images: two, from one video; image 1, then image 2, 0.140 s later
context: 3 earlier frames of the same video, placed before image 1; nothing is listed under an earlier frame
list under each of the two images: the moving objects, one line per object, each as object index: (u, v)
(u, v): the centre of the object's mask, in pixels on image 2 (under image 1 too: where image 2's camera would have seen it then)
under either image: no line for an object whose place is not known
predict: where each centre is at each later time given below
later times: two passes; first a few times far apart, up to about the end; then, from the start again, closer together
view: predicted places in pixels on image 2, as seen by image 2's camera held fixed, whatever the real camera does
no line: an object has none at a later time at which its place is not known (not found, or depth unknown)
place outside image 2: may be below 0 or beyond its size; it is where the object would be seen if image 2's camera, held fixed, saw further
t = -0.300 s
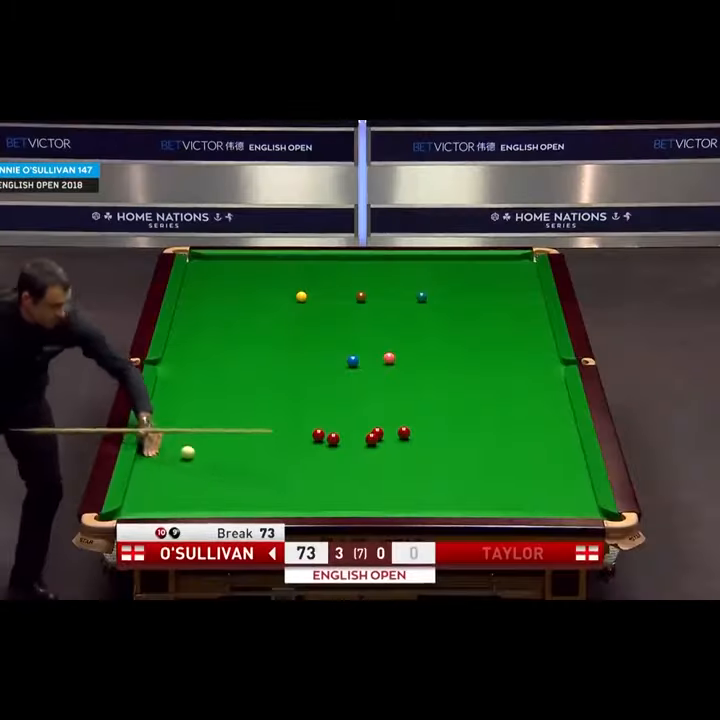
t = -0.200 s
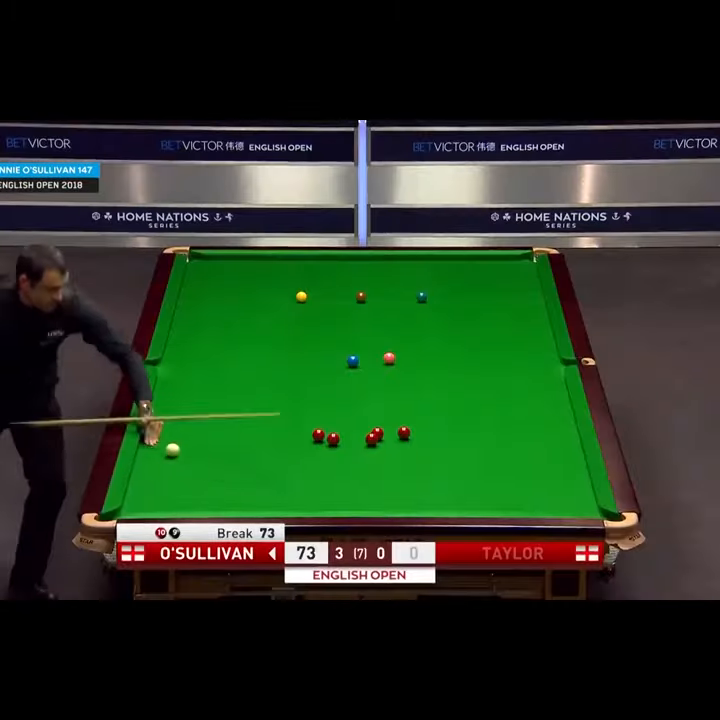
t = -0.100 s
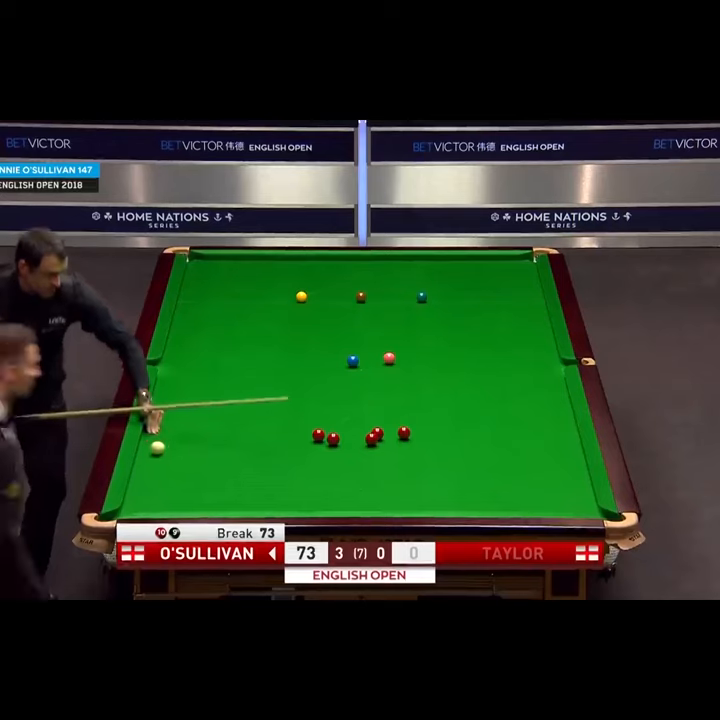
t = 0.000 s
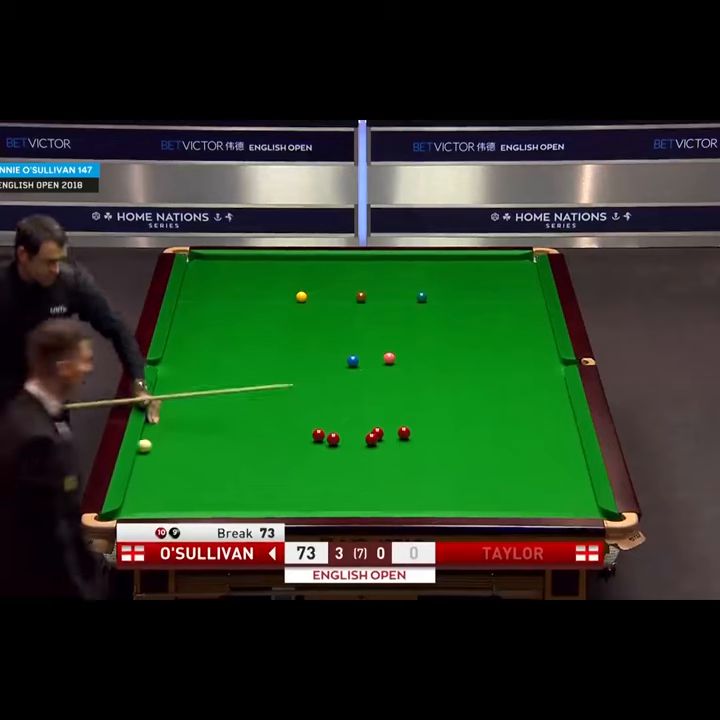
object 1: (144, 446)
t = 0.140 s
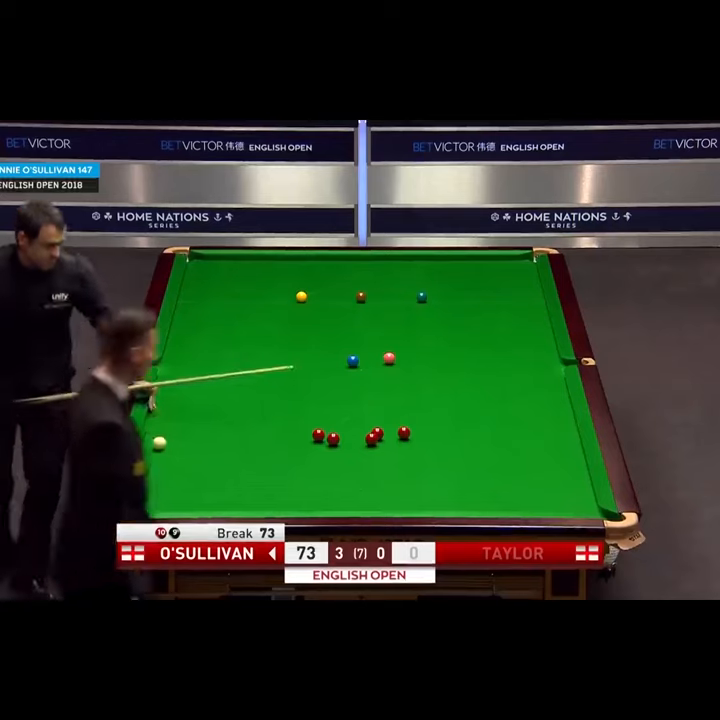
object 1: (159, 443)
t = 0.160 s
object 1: (161, 443)
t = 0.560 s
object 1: (196, 436)
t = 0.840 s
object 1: (219, 432)
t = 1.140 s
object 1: (241, 428)
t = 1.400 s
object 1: (259, 425)
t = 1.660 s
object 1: (276, 421)
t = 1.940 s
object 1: (292, 418)
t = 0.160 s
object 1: (161, 443)
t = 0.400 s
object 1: (183, 438)
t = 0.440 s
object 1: (186, 438)
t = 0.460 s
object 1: (188, 438)
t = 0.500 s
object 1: (192, 437)
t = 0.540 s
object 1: (195, 437)
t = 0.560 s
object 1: (196, 436)
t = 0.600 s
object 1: (200, 436)
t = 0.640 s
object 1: (203, 435)
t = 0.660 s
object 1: (205, 435)
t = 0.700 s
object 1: (208, 434)
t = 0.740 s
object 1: (212, 433)
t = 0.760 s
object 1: (213, 433)
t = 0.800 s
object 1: (216, 433)
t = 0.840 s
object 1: (219, 432)
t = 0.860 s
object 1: (221, 432)
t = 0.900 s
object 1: (224, 431)
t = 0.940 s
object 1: (227, 431)
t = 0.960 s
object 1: (228, 431)
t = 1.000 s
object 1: (231, 430)
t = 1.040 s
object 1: (234, 429)
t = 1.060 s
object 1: (236, 429)
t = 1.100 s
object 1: (239, 428)
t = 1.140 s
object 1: (241, 428)
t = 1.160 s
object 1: (243, 428)
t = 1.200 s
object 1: (246, 427)
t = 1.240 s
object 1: (249, 426)
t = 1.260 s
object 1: (250, 426)
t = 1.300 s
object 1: (253, 426)
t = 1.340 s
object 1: (255, 425)
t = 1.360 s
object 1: (257, 425)
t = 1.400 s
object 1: (259, 425)
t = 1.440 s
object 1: (262, 424)
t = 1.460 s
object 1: (263, 424)
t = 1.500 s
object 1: (266, 423)
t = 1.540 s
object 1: (269, 423)
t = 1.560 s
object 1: (270, 422)
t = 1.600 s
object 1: (272, 422)
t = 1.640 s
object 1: (275, 422)
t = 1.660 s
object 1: (276, 421)
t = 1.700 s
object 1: (278, 421)
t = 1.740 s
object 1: (281, 420)
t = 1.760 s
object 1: (282, 420)
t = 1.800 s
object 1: (284, 420)
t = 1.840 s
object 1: (287, 419)
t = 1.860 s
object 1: (288, 419)
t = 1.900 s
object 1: (290, 418)
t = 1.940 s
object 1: (292, 418)
